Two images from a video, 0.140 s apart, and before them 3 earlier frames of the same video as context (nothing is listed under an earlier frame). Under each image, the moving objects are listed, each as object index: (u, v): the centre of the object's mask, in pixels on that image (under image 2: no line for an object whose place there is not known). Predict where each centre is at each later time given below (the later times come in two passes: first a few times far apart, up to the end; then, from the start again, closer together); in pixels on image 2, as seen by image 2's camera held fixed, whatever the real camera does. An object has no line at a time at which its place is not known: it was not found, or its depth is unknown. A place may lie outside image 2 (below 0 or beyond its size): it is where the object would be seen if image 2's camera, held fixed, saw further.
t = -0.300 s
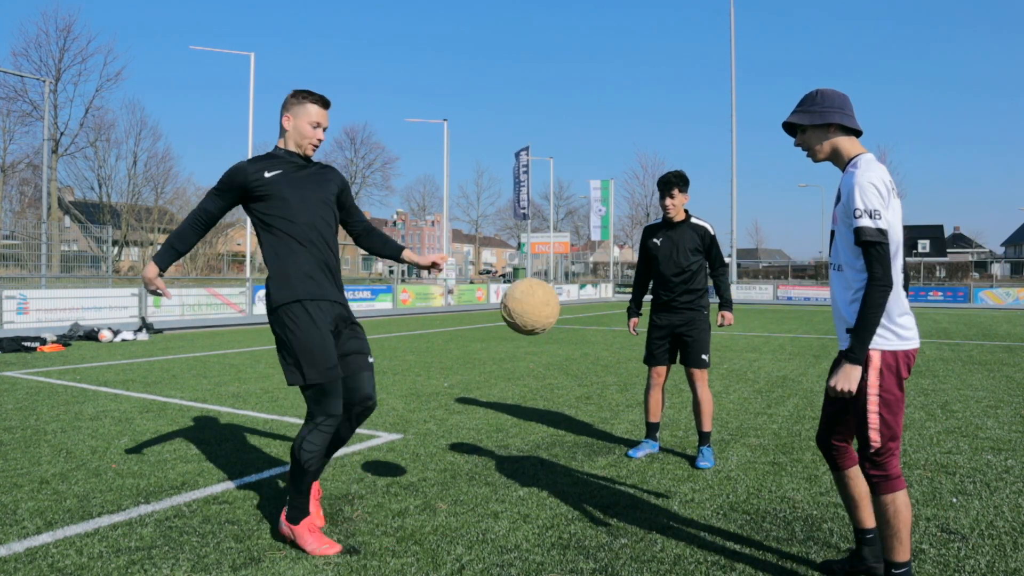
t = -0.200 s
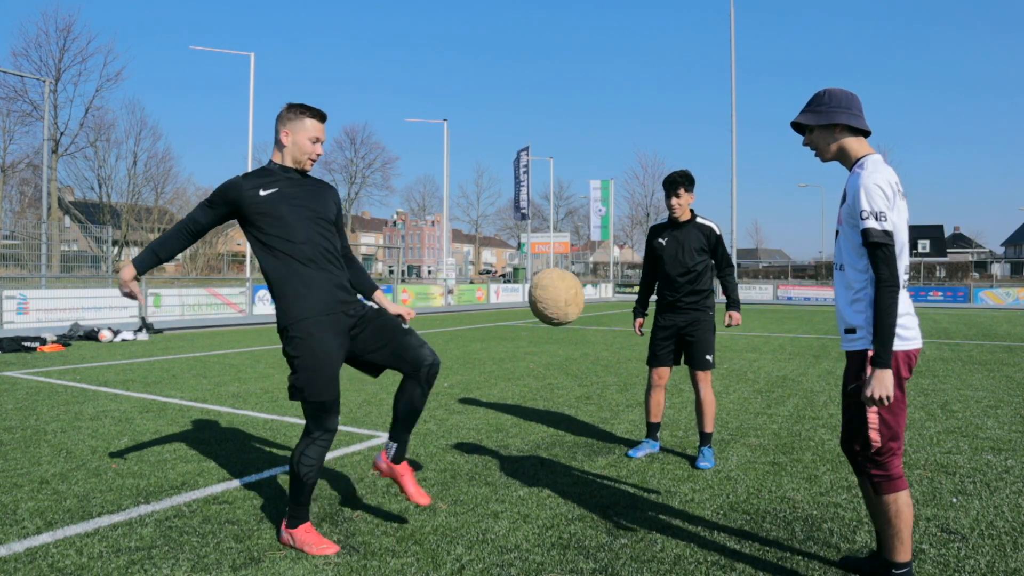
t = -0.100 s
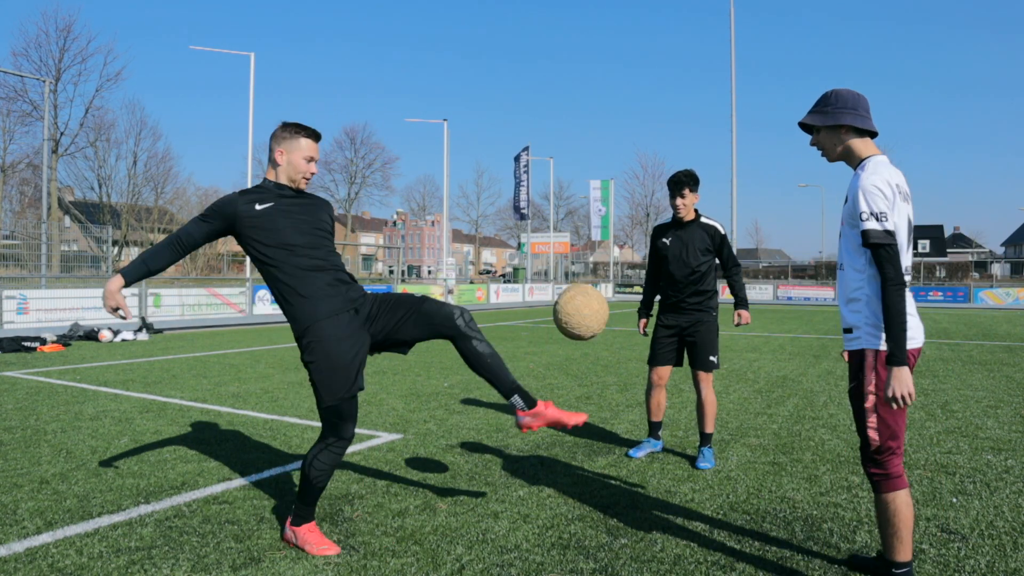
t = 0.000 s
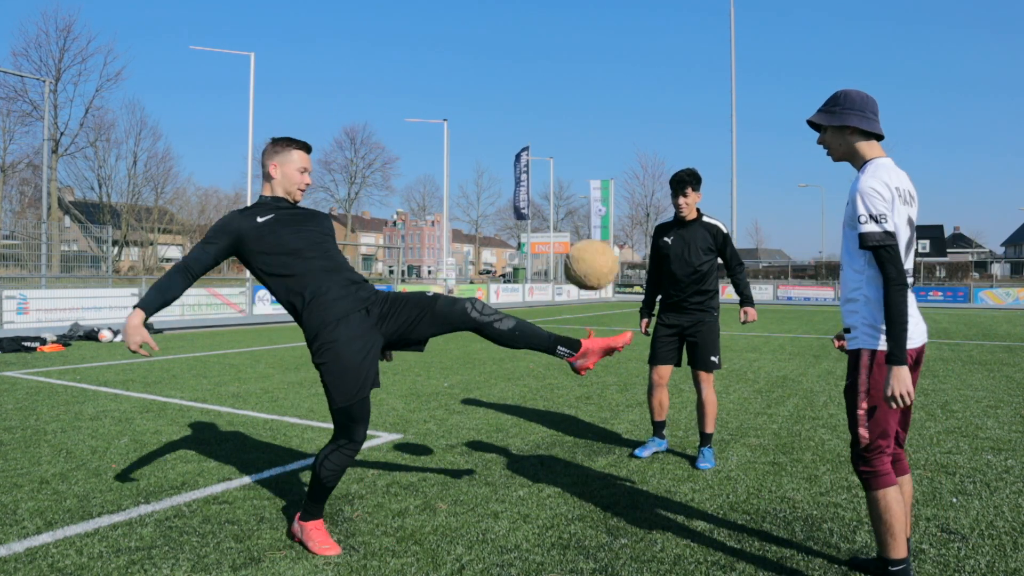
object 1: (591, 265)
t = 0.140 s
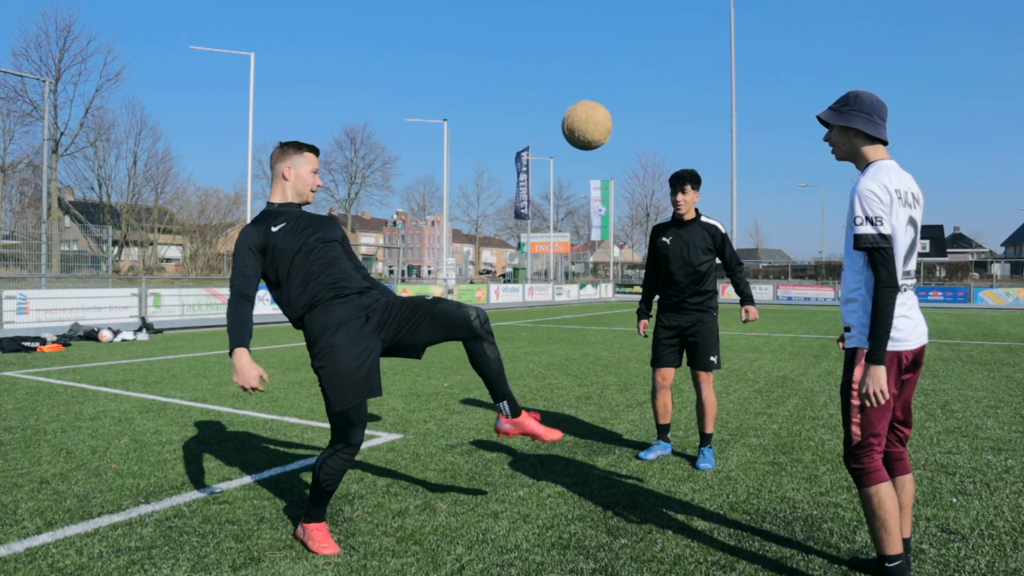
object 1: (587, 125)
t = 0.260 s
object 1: (582, 51)
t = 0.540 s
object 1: (570, 12)
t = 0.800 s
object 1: (560, 89)
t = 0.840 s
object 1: (558, 111)
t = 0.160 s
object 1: (586, 110)
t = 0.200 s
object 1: (585, 83)
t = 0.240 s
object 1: (583, 61)
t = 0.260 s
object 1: (582, 51)
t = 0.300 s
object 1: (580, 35)
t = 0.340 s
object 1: (578, 22)
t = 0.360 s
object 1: (578, 18)
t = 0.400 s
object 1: (576, 14)
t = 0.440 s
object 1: (574, 12)
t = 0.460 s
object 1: (573, 11)
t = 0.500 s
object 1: (572, 11)
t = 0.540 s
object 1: (570, 12)
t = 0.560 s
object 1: (570, 13)
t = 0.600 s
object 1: (568, 17)
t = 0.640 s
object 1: (566, 25)
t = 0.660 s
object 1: (566, 31)
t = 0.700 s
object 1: (564, 44)
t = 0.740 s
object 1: (562, 60)
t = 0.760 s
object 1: (561, 69)
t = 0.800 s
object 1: (560, 89)
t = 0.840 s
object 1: (558, 111)
